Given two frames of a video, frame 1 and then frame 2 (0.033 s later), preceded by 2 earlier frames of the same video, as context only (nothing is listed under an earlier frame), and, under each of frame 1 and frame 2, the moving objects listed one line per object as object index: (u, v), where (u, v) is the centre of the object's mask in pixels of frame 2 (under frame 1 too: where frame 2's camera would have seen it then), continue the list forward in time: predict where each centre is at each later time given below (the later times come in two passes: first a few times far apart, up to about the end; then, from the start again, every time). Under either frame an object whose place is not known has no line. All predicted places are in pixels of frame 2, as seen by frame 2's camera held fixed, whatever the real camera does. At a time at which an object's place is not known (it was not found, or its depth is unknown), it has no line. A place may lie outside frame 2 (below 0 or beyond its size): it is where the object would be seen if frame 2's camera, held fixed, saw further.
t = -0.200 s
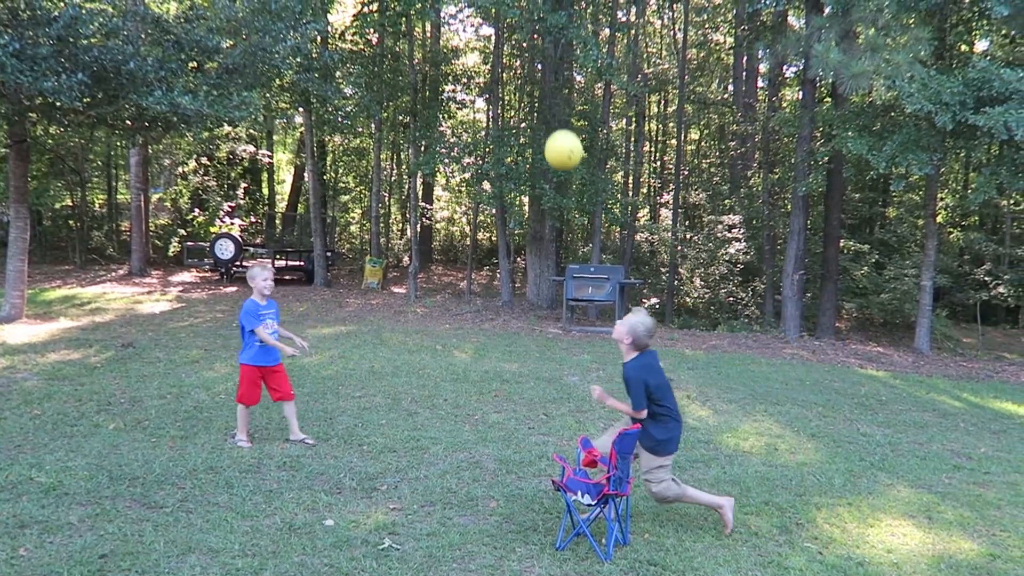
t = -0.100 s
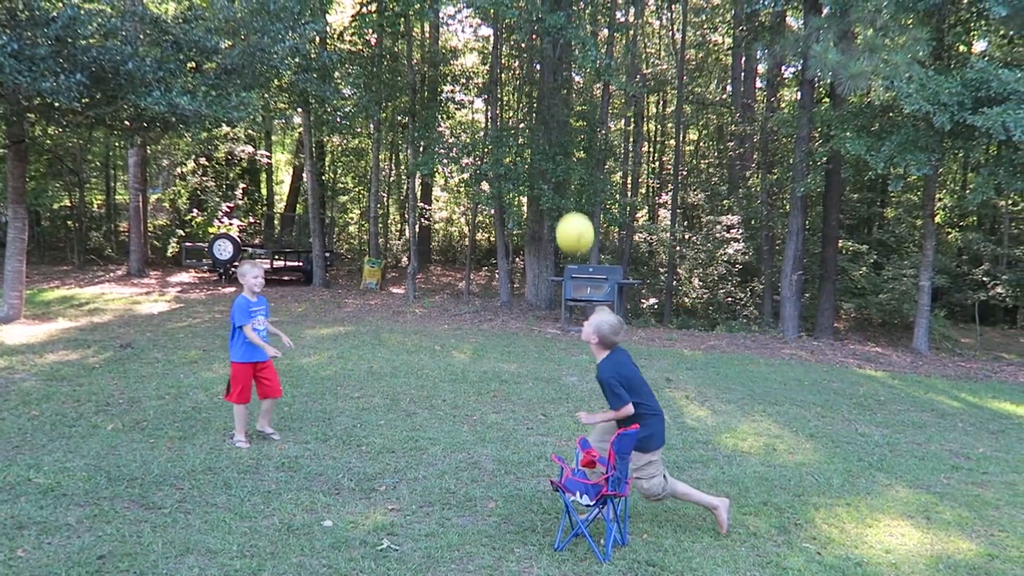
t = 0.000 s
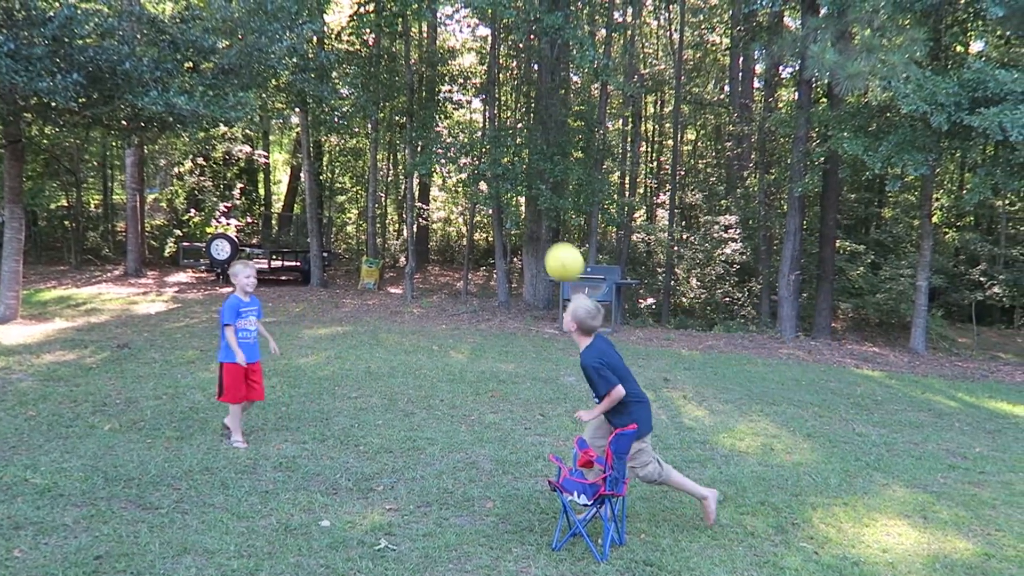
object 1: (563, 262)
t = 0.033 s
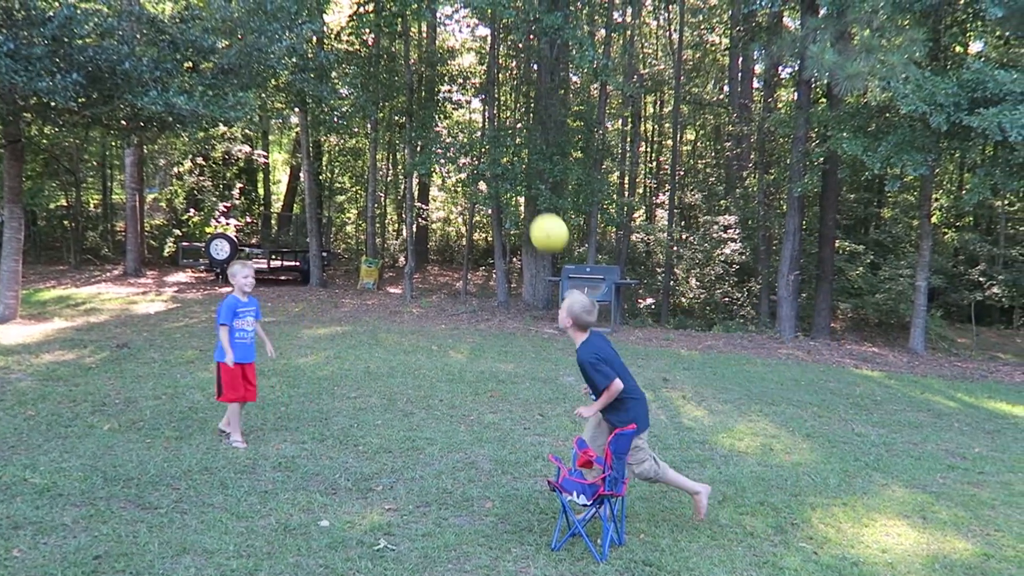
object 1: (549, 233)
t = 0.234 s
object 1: (466, 103)
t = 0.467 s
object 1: (381, 47)
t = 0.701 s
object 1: (305, 78)
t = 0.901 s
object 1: (248, 163)
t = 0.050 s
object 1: (542, 219)
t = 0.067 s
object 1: (535, 206)
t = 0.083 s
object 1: (527, 193)
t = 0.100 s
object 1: (521, 180)
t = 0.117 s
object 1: (514, 169)
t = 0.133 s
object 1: (507, 159)
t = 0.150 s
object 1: (500, 148)
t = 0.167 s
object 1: (493, 138)
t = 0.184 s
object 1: (486, 128)
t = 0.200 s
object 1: (480, 119)
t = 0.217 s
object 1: (473, 111)
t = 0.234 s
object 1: (466, 103)
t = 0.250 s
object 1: (460, 95)
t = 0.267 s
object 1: (454, 90)
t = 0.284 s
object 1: (447, 83)
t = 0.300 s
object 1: (441, 77)
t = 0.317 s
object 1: (434, 72)
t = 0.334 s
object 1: (429, 68)
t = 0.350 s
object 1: (423, 64)
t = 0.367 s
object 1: (416, 60)
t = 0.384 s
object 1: (410, 57)
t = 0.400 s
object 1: (405, 54)
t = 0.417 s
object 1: (398, 51)
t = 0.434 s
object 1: (392, 50)
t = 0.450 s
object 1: (387, 48)
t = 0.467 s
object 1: (381, 47)
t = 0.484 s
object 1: (376, 47)
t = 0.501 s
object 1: (370, 46)
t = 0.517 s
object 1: (364, 47)
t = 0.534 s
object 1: (359, 48)
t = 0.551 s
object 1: (353, 49)
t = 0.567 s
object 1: (348, 51)
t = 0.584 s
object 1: (342, 52)
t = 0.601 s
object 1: (336, 55)
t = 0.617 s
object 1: (331, 58)
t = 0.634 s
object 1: (326, 61)
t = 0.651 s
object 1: (321, 65)
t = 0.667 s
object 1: (315, 68)
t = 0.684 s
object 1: (310, 73)
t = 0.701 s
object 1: (305, 78)
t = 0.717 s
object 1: (300, 83)
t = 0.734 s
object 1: (295, 88)
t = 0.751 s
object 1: (290, 94)
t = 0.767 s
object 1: (285, 100)
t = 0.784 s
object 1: (280, 106)
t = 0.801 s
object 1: (275, 113)
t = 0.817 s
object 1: (271, 121)
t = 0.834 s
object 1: (266, 128)
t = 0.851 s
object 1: (261, 136)
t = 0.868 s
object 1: (257, 144)
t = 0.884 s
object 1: (252, 153)
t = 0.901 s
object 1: (248, 163)
